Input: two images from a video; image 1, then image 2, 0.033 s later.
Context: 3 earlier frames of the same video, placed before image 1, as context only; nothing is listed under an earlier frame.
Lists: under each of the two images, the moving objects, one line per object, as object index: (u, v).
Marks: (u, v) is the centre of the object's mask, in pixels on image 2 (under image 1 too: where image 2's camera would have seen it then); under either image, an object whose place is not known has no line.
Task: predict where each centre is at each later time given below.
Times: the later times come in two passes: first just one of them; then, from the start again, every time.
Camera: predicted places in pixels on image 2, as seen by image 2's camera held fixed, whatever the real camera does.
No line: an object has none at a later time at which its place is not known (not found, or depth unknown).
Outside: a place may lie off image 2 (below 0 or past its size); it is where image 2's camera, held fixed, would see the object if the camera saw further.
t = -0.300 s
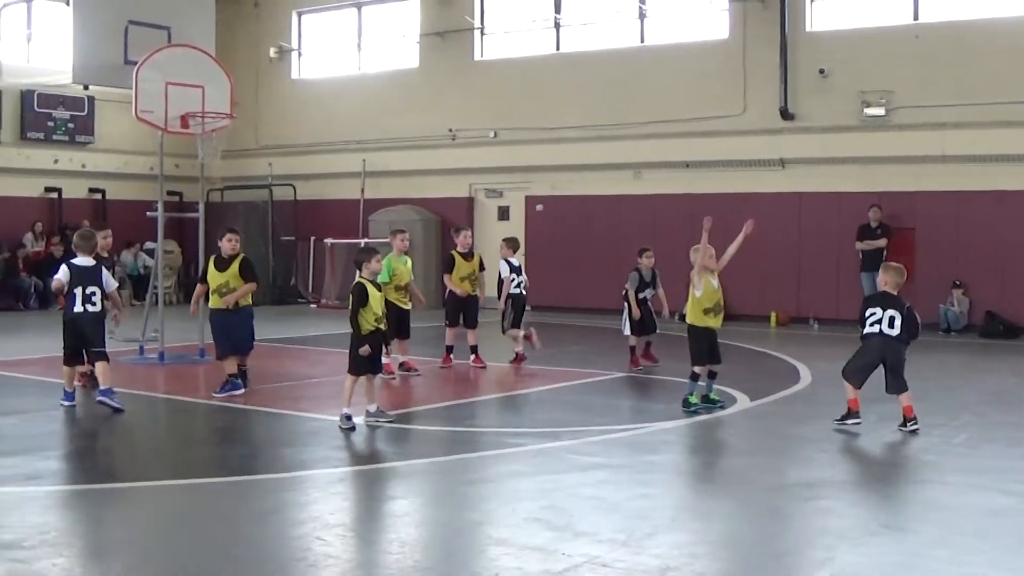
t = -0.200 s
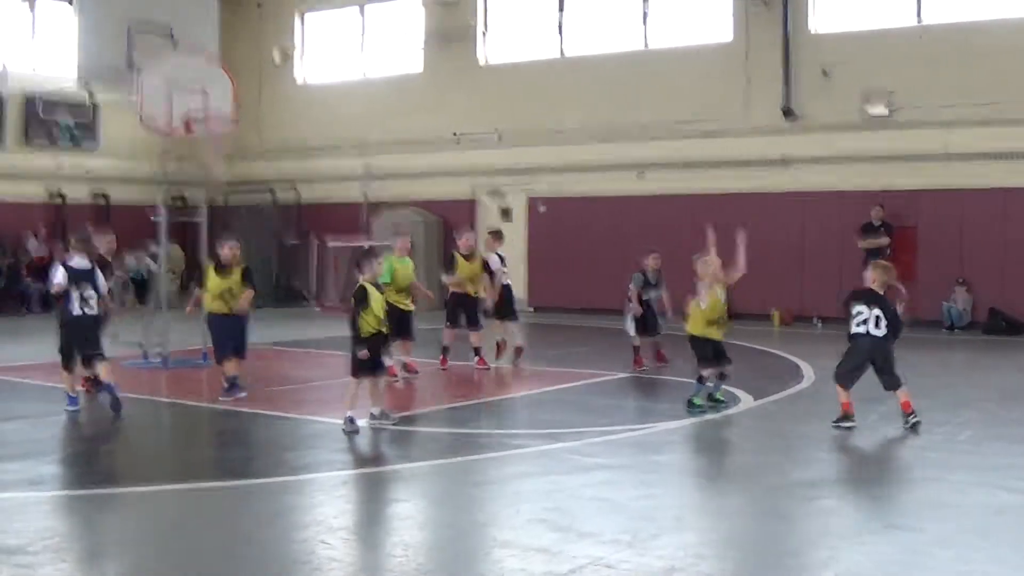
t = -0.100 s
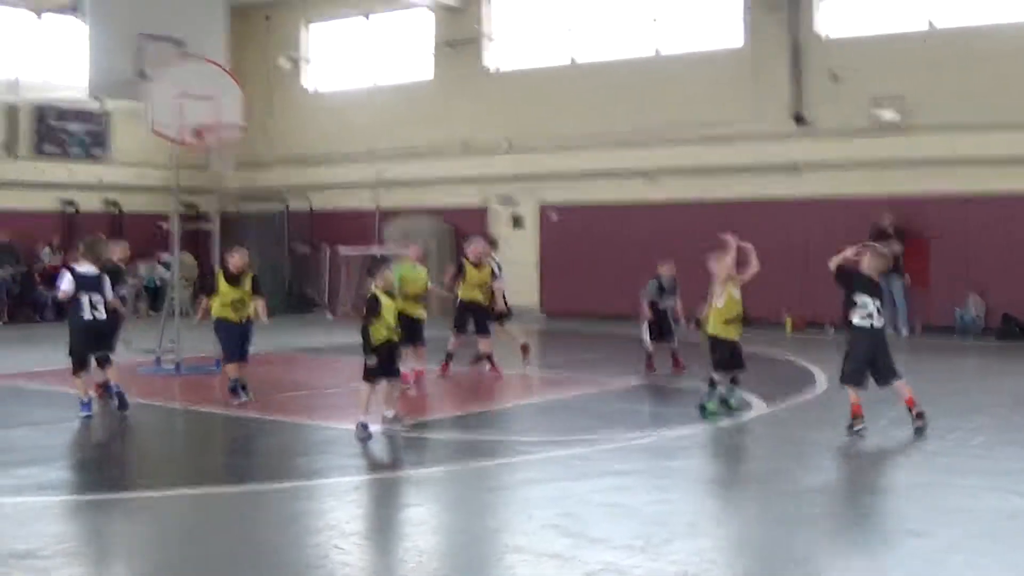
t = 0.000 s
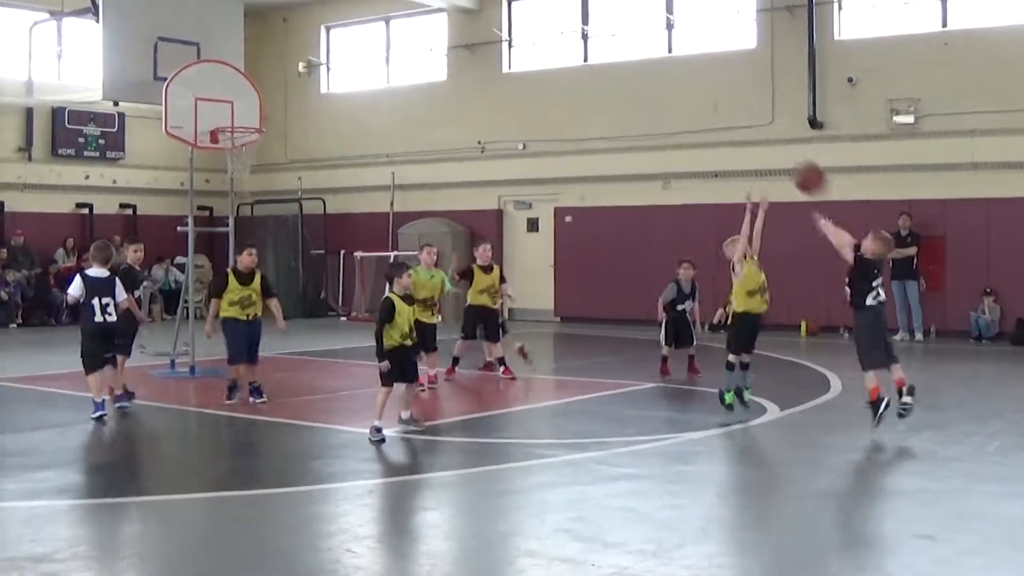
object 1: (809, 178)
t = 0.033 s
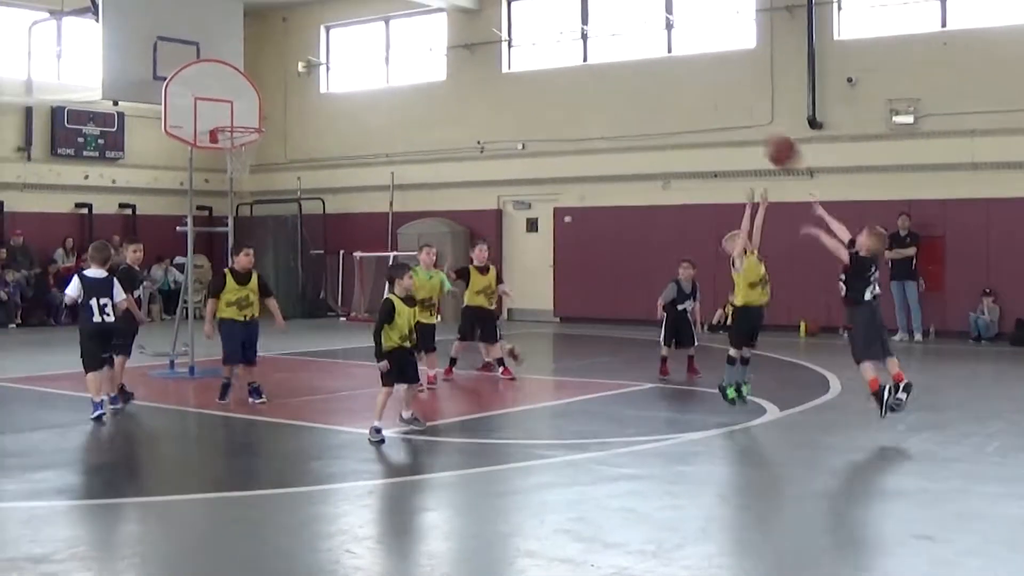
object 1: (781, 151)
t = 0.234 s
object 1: (633, 38)
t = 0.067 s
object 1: (757, 128)
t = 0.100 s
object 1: (731, 105)
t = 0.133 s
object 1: (706, 86)
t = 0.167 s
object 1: (682, 69)
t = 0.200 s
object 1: (658, 55)
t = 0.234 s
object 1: (633, 38)
